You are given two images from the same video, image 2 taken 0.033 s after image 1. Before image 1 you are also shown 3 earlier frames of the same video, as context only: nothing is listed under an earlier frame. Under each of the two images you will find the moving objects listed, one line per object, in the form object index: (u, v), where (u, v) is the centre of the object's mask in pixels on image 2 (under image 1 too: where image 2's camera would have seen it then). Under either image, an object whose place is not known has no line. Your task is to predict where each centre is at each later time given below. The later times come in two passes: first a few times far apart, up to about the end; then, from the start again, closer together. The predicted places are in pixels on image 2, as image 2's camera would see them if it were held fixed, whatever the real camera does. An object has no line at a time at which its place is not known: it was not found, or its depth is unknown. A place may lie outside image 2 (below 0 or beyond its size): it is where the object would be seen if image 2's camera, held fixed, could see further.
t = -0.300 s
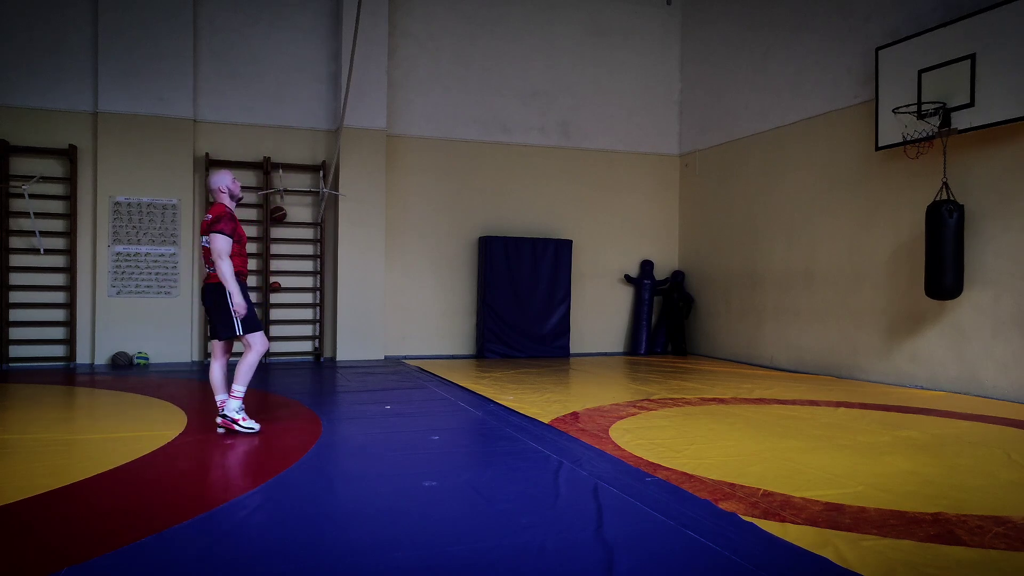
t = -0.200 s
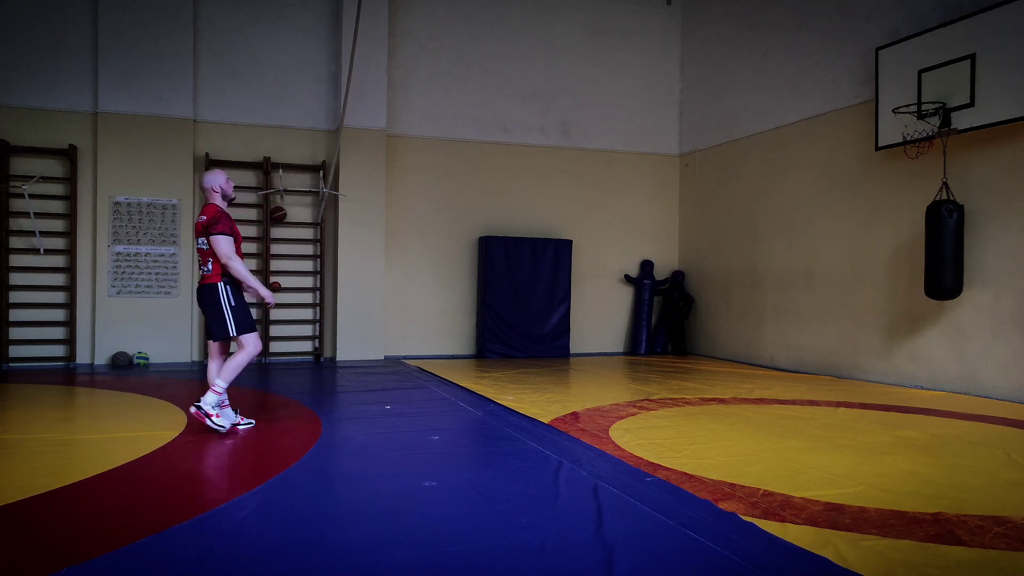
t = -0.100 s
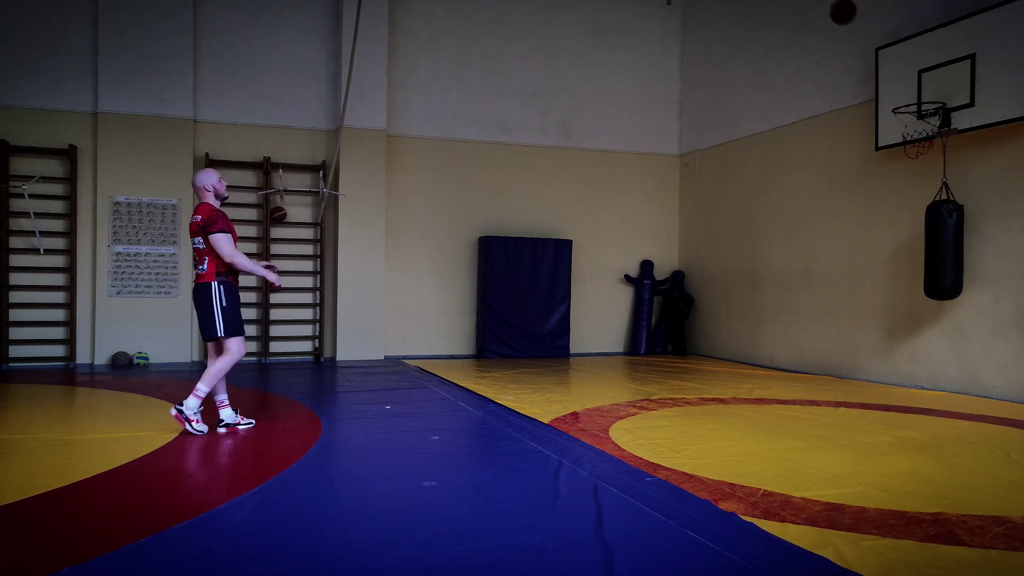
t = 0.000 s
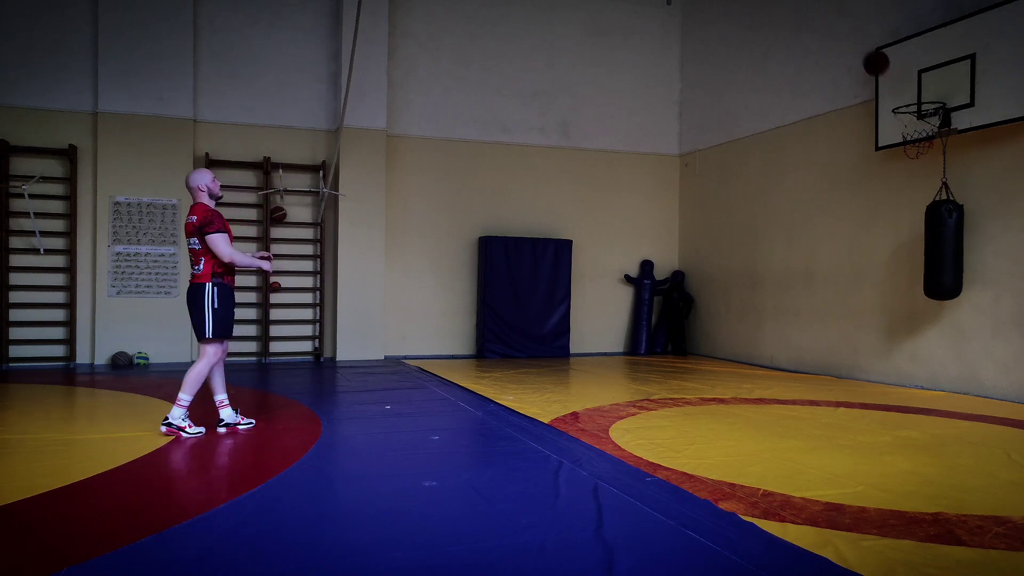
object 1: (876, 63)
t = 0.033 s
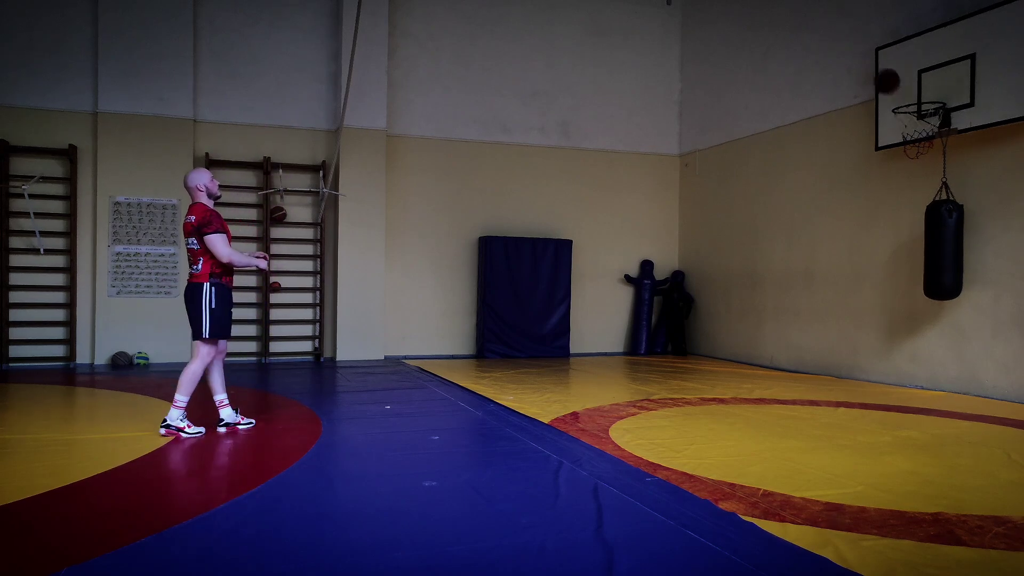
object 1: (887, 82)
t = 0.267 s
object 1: (901, 53)
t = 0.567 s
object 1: (858, 37)
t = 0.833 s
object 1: (819, 89)
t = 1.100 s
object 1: (780, 201)
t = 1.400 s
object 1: (741, 369)
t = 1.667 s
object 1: (745, 269)
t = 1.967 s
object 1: (748, 230)
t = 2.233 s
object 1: (750, 257)
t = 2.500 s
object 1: (753, 341)
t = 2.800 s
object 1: (756, 319)
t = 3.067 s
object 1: (760, 307)
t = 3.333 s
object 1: (763, 349)
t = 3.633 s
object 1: (770, 340)
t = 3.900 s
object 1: (778, 351)
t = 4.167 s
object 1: (785, 353)
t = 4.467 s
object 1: (793, 364)
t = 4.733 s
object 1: (801, 365)
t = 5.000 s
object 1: (798, 365)
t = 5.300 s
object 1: (794, 365)
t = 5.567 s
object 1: (791, 365)
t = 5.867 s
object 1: (789, 365)
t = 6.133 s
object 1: (788, 365)
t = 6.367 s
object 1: (788, 365)
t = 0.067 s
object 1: (897, 101)
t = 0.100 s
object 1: (900, 96)
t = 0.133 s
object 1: (901, 85)
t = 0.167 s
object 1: (902, 76)
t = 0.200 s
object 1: (903, 67)
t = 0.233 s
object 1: (904, 59)
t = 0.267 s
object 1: (901, 53)
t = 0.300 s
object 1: (896, 47)
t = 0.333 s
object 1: (891, 42)
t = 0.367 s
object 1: (886, 39)
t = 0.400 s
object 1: (882, 36)
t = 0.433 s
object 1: (877, 34)
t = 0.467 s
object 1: (872, 34)
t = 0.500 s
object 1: (867, 34)
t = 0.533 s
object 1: (863, 35)
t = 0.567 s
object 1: (858, 37)
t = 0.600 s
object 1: (853, 40)
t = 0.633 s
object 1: (848, 44)
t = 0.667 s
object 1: (843, 49)
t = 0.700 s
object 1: (838, 55)
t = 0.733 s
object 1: (834, 62)
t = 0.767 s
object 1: (829, 70)
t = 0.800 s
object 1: (824, 79)
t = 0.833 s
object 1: (819, 89)
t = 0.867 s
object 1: (814, 100)
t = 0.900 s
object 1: (809, 111)
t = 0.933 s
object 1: (805, 124)
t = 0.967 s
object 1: (800, 138)
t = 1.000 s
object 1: (795, 152)
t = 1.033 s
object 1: (790, 168)
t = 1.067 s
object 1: (785, 184)
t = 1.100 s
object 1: (780, 201)
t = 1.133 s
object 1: (776, 220)
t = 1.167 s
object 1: (771, 239)
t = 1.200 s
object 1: (766, 259)
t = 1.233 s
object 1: (761, 280)
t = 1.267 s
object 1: (756, 302)
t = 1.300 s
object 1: (752, 324)
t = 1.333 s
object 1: (747, 348)
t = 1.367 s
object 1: (742, 373)
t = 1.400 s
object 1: (741, 369)
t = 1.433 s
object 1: (742, 352)
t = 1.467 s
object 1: (742, 338)
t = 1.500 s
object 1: (742, 324)
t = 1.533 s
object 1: (743, 311)
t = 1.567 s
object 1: (743, 299)
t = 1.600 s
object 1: (744, 288)
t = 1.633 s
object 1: (744, 278)
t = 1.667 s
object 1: (745, 269)
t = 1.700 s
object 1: (745, 261)
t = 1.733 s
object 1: (745, 254)
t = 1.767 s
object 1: (746, 248)
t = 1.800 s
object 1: (746, 242)
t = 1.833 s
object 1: (747, 238)
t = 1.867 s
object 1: (747, 235)
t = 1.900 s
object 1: (747, 232)
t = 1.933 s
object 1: (748, 230)
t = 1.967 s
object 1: (748, 230)
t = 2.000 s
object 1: (748, 230)
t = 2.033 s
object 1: (749, 231)
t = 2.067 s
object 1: (749, 233)
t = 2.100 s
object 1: (749, 236)
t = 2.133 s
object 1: (750, 240)
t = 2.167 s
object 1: (750, 245)
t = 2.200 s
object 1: (750, 251)
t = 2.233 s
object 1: (750, 257)
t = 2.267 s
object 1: (751, 264)
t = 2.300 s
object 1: (751, 273)
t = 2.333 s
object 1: (751, 282)
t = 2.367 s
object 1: (752, 292)
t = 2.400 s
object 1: (752, 303)
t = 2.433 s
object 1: (752, 315)
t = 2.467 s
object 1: (752, 327)
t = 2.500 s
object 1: (753, 341)
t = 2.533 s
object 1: (753, 356)
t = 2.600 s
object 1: (753, 366)
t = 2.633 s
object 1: (754, 356)
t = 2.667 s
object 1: (754, 347)
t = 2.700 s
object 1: (755, 339)
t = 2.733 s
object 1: (755, 331)
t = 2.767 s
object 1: (756, 325)
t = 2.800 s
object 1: (756, 319)
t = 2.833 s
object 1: (757, 315)
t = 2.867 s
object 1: (757, 311)
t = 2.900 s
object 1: (758, 308)
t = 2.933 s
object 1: (758, 306)
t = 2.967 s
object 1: (759, 305)
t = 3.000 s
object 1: (759, 305)
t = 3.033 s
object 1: (759, 305)
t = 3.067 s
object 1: (760, 307)
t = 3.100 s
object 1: (760, 309)
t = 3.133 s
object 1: (760, 312)
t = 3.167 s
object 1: (761, 316)
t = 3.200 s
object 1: (761, 321)
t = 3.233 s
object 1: (761, 327)
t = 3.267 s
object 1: (762, 333)
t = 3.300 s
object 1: (762, 341)
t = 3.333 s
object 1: (763, 349)
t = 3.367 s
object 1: (763, 358)
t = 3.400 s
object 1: (763, 368)
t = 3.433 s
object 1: (764, 367)
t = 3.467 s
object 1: (765, 360)
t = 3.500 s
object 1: (766, 354)
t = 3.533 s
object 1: (767, 349)
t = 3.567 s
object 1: (768, 345)
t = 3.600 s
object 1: (769, 342)
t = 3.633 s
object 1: (770, 340)
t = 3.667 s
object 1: (771, 338)
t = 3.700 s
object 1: (772, 337)
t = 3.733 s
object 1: (773, 338)
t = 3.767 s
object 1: (774, 339)
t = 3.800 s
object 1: (775, 340)
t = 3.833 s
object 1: (776, 343)
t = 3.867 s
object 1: (777, 346)
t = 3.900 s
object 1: (778, 351)
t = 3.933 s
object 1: (779, 356)
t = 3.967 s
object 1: (780, 362)
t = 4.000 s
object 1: (780, 368)
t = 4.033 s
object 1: (781, 365)
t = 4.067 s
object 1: (782, 361)
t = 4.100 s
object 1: (783, 358)
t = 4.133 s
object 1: (784, 355)
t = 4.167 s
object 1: (785, 353)
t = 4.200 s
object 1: (786, 353)
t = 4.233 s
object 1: (787, 353)
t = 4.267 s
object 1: (788, 353)
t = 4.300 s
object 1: (789, 355)
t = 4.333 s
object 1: (790, 357)
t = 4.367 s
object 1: (790, 360)
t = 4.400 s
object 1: (791, 365)
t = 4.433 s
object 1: (792, 366)
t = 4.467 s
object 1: (793, 364)
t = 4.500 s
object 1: (794, 363)
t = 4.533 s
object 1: (795, 363)
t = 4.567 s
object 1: (796, 363)
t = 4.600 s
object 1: (797, 364)
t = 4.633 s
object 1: (798, 365)
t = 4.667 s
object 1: (799, 365)
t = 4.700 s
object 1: (800, 365)
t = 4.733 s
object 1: (801, 365)
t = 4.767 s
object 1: (802, 365)
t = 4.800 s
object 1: (802, 365)
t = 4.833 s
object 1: (802, 365)
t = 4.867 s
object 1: (801, 365)
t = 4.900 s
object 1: (800, 365)
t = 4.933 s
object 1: (800, 365)
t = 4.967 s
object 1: (799, 365)
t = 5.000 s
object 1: (798, 365)
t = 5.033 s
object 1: (797, 365)
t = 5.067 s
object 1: (797, 365)
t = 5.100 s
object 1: (796, 365)
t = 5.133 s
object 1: (796, 365)
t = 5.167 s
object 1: (795, 365)
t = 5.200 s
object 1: (795, 365)
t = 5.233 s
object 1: (795, 365)
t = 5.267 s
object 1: (794, 365)
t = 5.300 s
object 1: (794, 365)
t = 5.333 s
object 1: (793, 365)
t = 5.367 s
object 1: (793, 365)
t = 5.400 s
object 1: (792, 365)
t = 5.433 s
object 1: (792, 365)
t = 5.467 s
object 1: (792, 365)
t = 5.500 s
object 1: (791, 365)
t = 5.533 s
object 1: (791, 365)
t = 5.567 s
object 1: (791, 365)
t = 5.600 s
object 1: (790, 365)
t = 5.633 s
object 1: (790, 365)
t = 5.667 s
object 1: (790, 365)
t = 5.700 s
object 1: (790, 365)
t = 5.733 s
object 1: (790, 365)
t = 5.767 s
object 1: (789, 365)
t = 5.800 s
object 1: (789, 365)
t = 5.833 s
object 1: (789, 365)
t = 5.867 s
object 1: (789, 365)
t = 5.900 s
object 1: (789, 365)
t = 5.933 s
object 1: (789, 365)
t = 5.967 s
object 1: (789, 365)
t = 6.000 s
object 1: (788, 365)
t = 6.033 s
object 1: (788, 365)
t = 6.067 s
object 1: (788, 365)
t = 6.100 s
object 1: (788, 365)
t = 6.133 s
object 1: (788, 365)
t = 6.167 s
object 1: (788, 365)
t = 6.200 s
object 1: (788, 365)
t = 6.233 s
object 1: (788, 365)
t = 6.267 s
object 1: (788, 364)
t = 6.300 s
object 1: (788, 364)
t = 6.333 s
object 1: (788, 365)
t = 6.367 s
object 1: (788, 365)
